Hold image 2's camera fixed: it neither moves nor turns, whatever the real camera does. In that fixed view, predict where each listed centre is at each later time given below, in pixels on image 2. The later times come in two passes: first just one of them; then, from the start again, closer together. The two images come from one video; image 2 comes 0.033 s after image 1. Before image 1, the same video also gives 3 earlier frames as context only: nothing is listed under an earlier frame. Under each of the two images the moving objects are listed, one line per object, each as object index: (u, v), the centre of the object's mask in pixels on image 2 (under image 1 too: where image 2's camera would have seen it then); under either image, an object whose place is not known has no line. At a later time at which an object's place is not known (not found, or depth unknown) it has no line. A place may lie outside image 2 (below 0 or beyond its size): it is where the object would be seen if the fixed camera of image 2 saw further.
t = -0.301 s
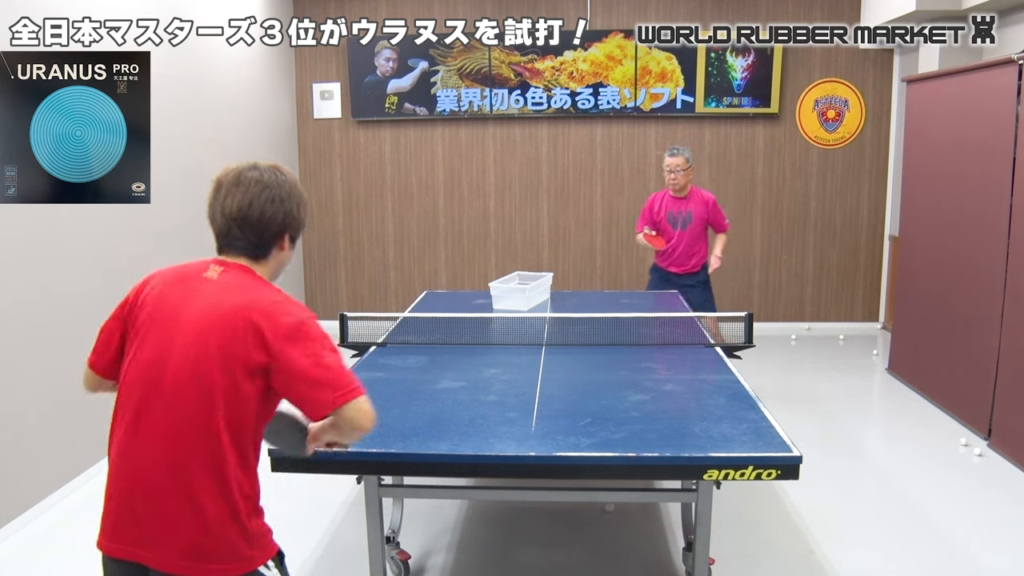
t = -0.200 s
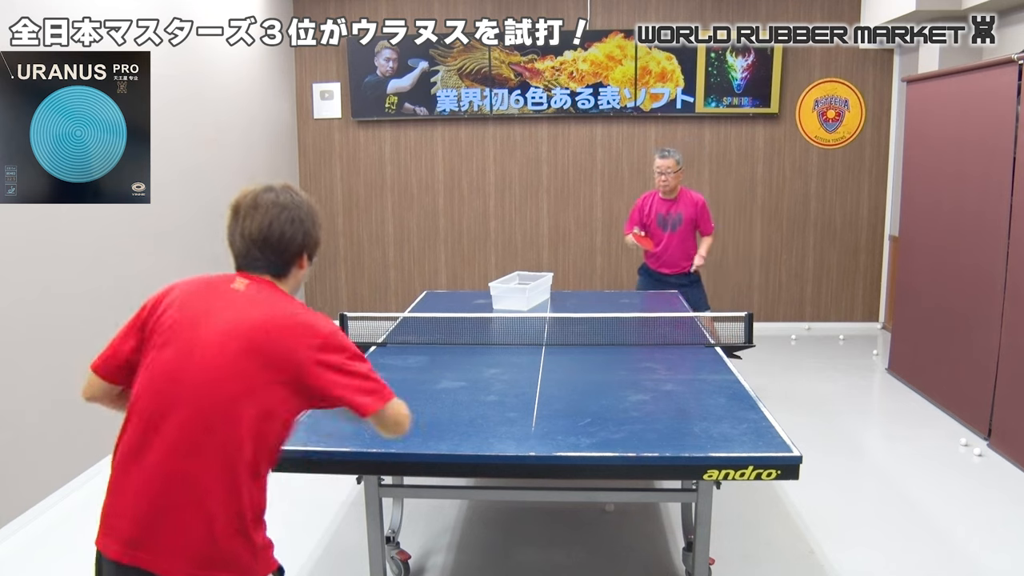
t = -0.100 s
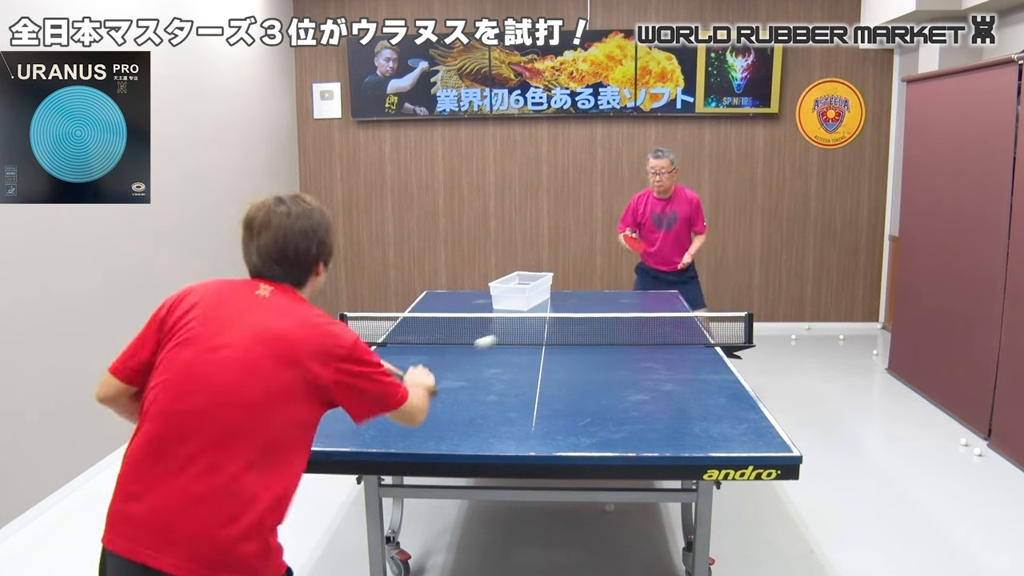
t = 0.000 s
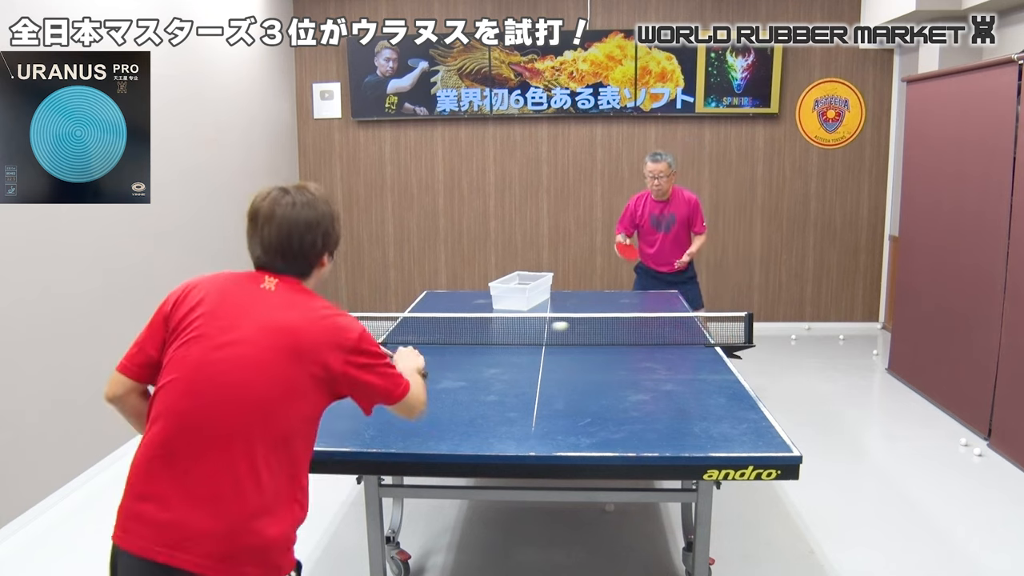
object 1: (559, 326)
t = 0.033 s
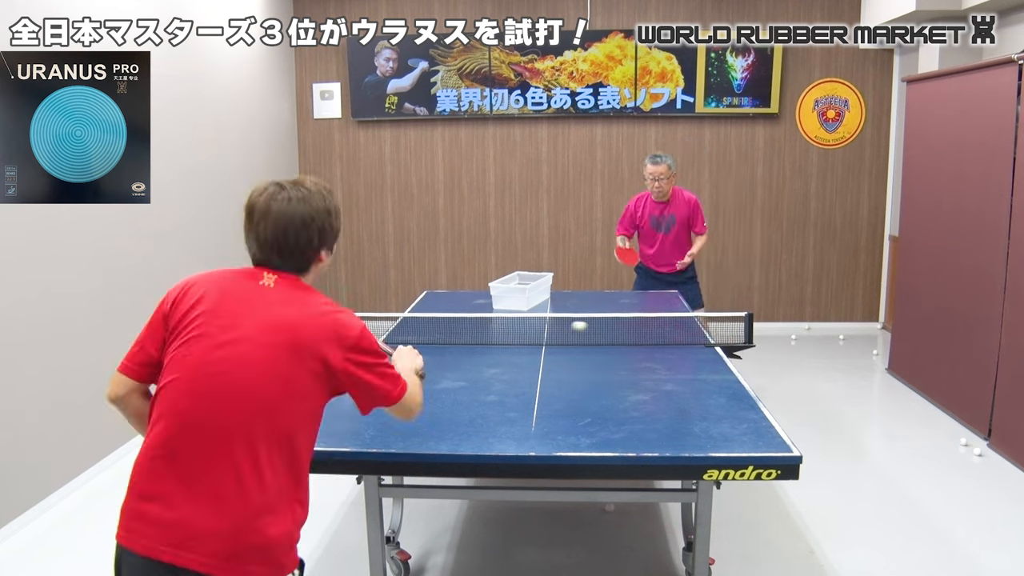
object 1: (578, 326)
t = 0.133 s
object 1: (616, 332)
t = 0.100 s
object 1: (607, 340)
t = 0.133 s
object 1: (616, 332)
